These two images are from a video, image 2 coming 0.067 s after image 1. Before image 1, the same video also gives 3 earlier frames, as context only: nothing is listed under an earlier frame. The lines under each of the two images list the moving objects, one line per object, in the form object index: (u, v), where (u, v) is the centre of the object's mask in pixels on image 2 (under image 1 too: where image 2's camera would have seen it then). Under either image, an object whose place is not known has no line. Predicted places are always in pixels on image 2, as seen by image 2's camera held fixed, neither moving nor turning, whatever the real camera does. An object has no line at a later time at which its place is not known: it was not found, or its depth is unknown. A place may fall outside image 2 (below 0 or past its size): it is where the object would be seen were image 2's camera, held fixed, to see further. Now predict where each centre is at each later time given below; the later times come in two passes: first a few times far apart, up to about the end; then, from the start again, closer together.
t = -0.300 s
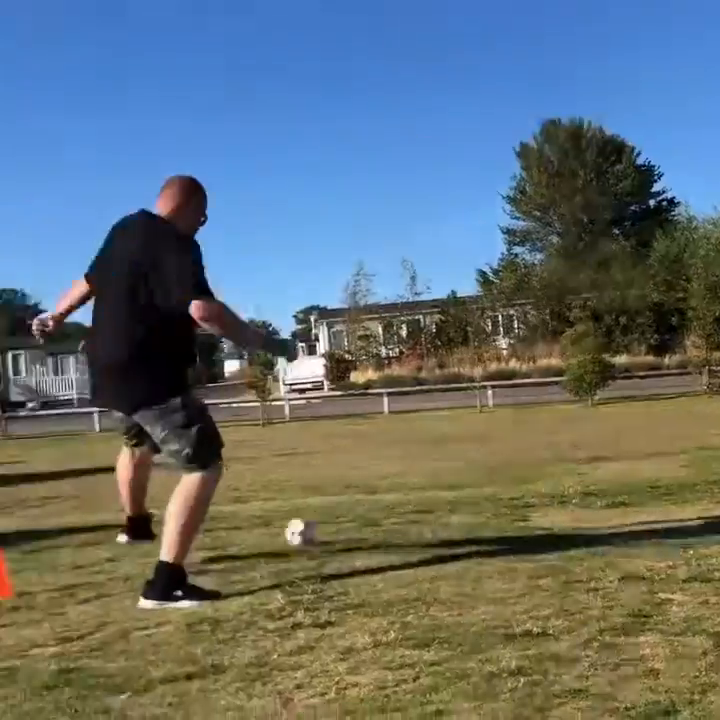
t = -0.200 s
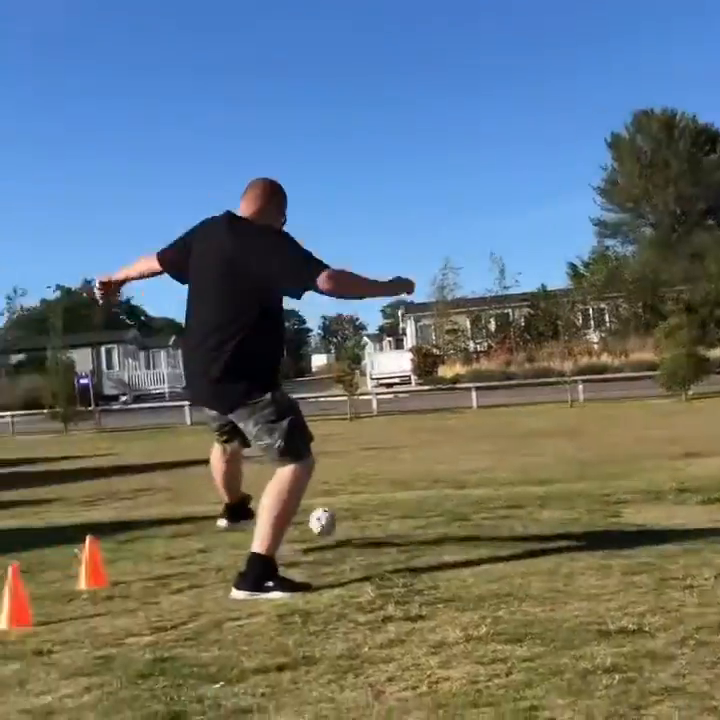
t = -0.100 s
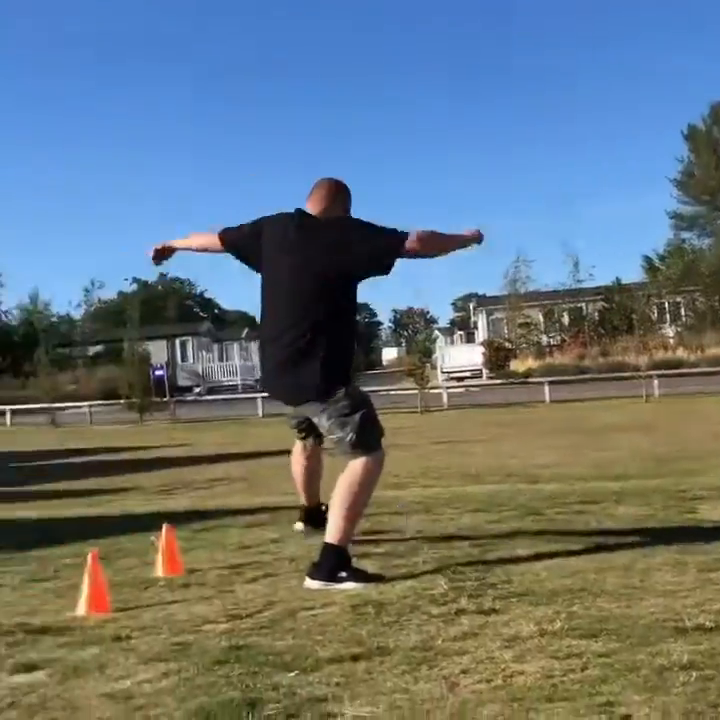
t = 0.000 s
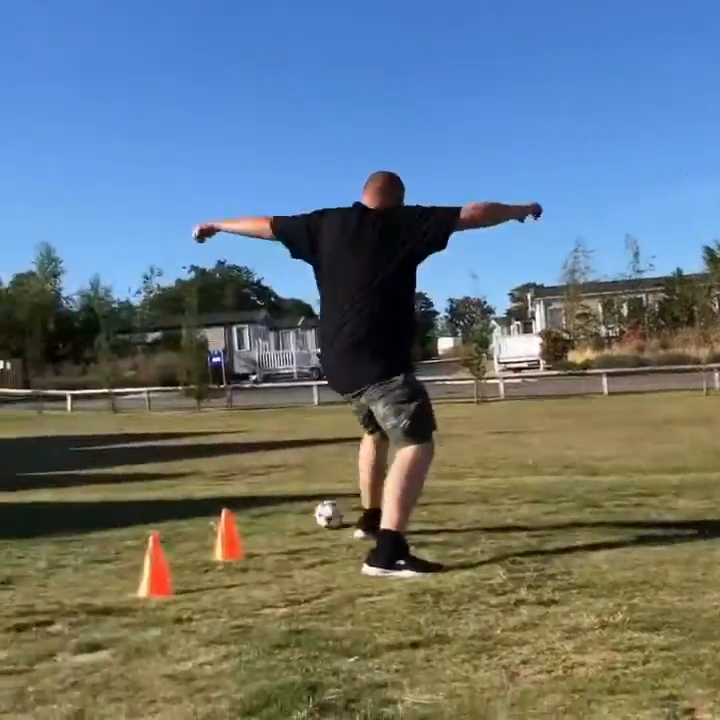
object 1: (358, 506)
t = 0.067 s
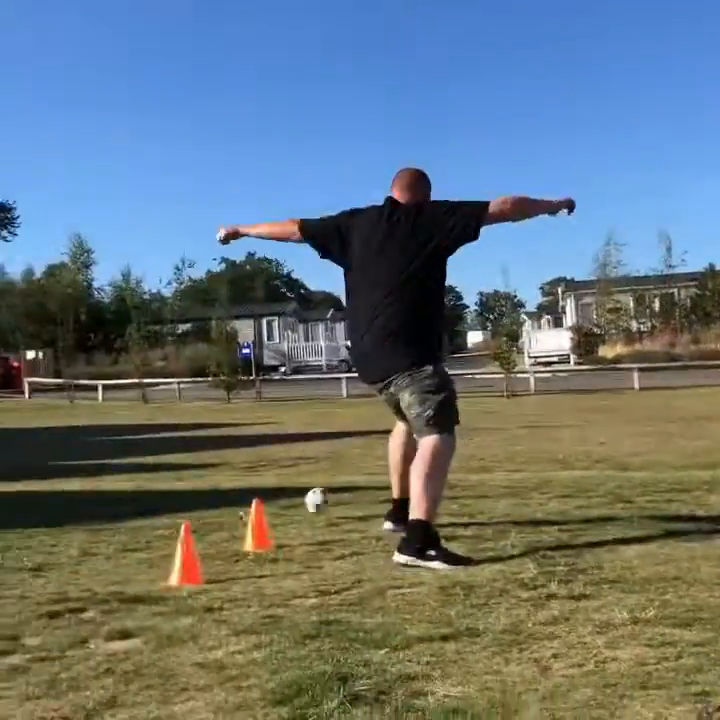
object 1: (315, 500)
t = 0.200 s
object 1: (240, 508)
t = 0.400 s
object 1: (142, 510)
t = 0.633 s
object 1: (37, 508)
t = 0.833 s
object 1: (-42, 515)
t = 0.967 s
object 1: (-69, 508)
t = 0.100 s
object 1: (297, 502)
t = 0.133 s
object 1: (277, 505)
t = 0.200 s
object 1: (240, 508)
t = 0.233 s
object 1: (225, 509)
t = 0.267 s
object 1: (208, 511)
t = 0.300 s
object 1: (191, 512)
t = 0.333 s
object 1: (174, 514)
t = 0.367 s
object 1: (156, 513)
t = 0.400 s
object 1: (142, 510)
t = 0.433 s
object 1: (126, 510)
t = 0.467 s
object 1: (110, 511)
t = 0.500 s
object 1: (94, 513)
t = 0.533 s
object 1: (79, 517)
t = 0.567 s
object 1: (65, 515)
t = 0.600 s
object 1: (51, 510)
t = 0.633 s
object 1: (37, 508)
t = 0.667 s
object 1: (24, 508)
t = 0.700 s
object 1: (10, 512)
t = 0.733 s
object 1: (-2, 514)
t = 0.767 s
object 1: (-16, 514)
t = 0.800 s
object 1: (-29, 514)
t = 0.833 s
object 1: (-42, 515)
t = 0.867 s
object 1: (-54, 515)
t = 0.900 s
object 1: (-63, 510)
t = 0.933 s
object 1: (-69, 506)
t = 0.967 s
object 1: (-69, 508)
